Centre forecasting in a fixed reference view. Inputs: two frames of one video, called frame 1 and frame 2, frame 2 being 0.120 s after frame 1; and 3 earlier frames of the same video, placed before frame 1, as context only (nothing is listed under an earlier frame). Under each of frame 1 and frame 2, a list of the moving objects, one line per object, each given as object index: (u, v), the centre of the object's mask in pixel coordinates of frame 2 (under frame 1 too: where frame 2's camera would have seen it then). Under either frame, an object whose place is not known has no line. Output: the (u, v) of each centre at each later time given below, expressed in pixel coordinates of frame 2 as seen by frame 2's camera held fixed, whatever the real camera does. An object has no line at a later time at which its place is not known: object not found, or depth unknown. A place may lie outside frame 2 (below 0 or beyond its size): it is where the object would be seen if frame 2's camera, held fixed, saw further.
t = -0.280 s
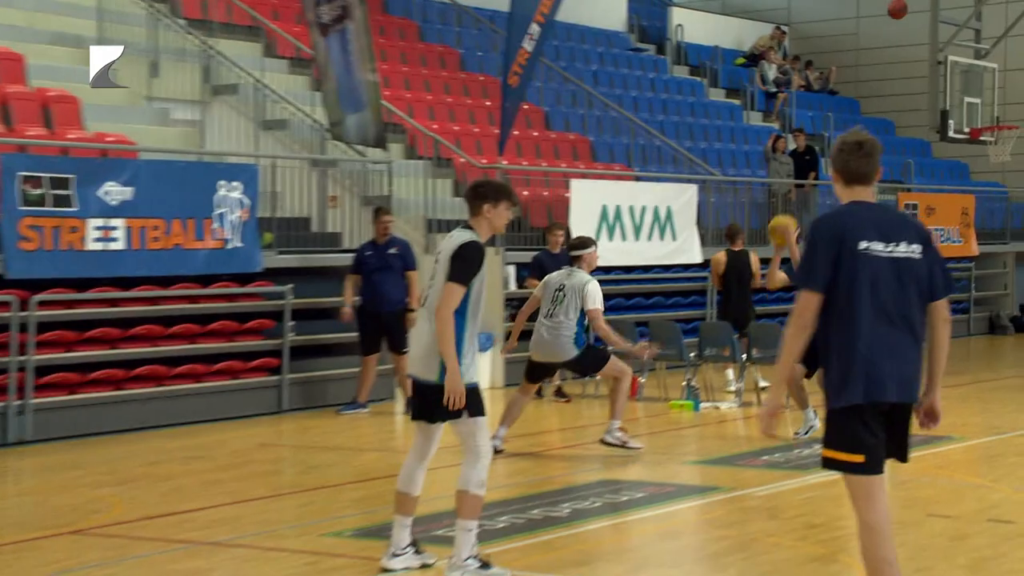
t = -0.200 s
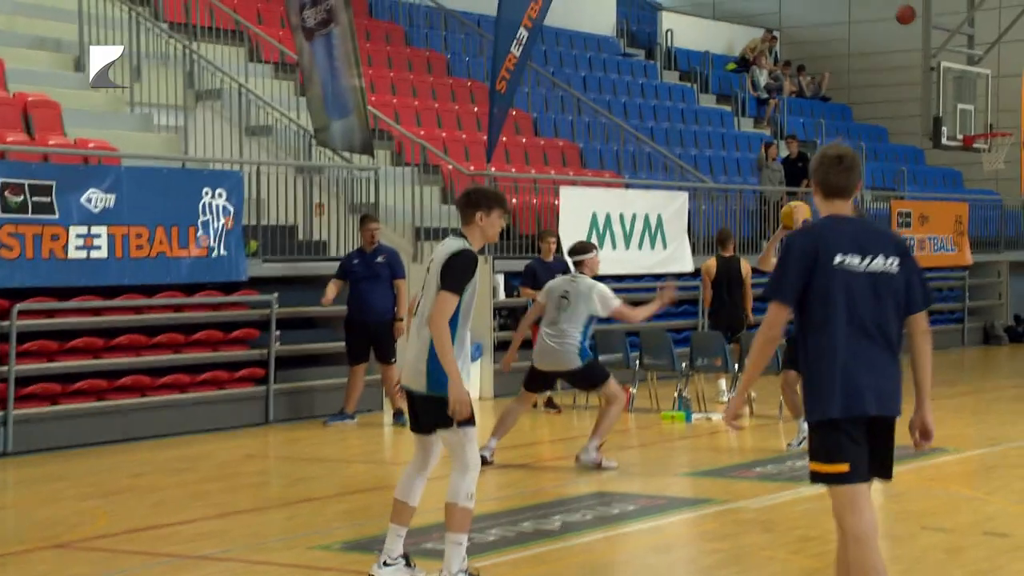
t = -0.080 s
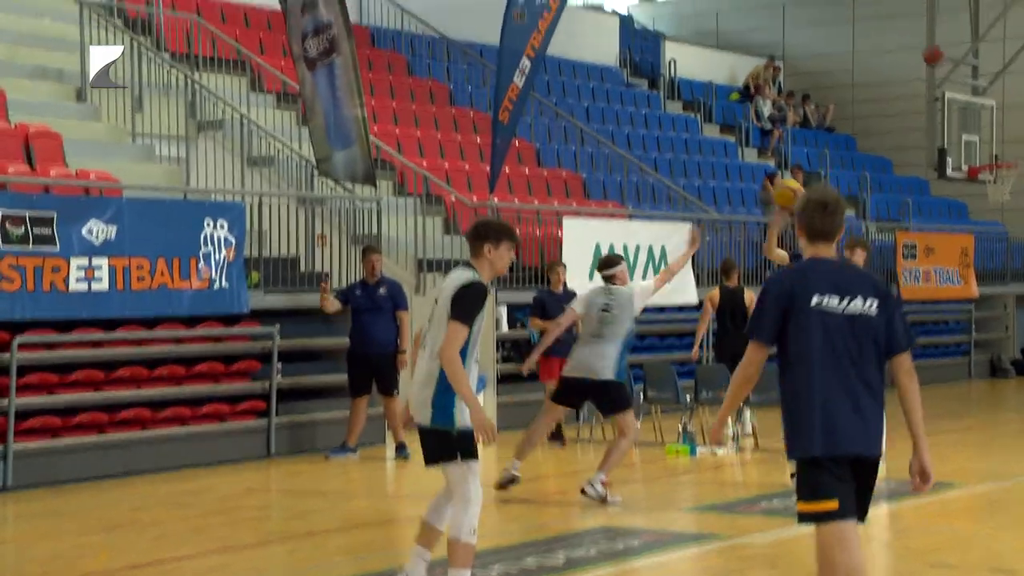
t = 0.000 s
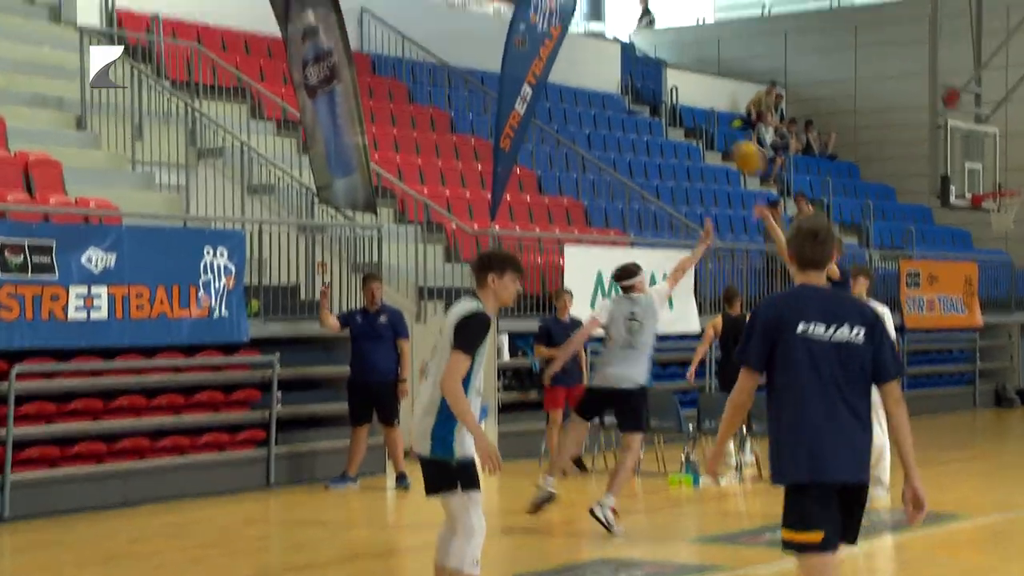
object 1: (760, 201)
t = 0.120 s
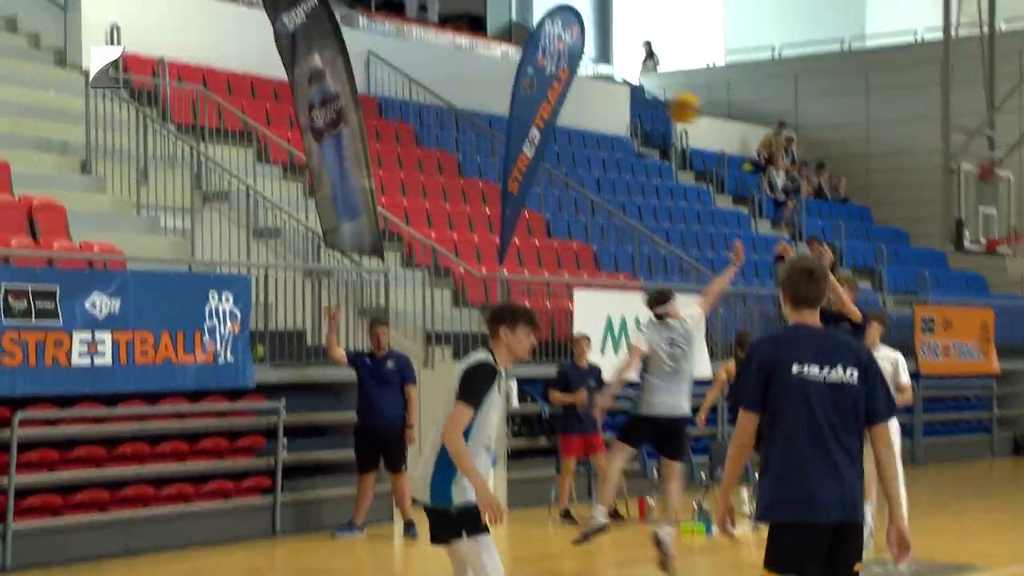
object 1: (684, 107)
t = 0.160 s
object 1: (658, 80)
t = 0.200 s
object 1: (632, 50)
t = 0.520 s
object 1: (409, -96)
